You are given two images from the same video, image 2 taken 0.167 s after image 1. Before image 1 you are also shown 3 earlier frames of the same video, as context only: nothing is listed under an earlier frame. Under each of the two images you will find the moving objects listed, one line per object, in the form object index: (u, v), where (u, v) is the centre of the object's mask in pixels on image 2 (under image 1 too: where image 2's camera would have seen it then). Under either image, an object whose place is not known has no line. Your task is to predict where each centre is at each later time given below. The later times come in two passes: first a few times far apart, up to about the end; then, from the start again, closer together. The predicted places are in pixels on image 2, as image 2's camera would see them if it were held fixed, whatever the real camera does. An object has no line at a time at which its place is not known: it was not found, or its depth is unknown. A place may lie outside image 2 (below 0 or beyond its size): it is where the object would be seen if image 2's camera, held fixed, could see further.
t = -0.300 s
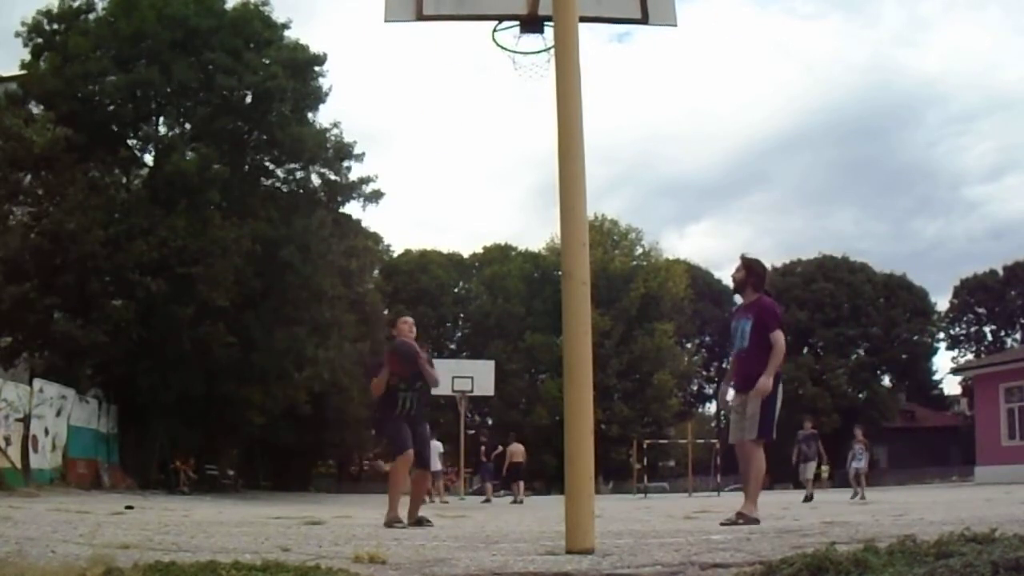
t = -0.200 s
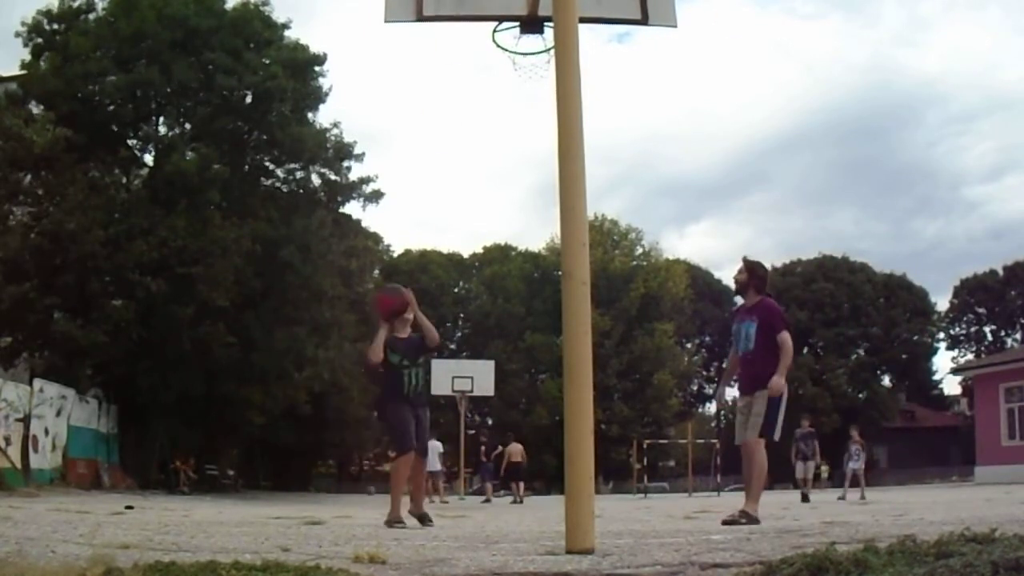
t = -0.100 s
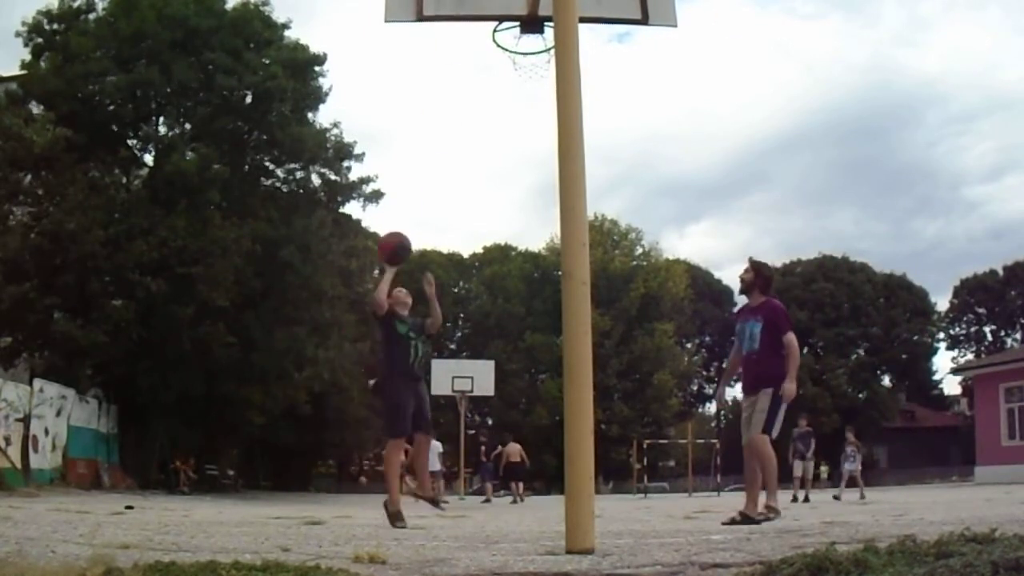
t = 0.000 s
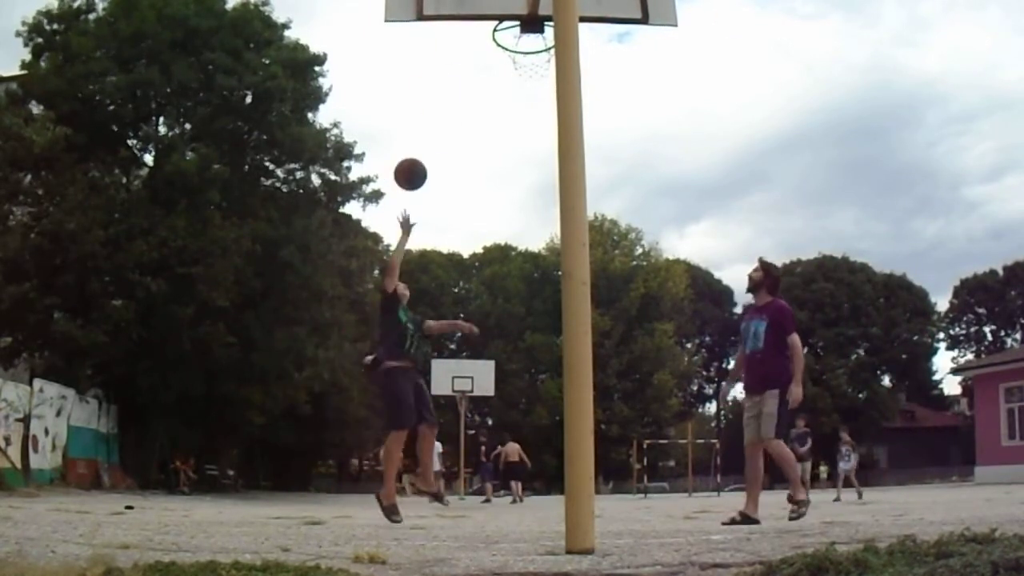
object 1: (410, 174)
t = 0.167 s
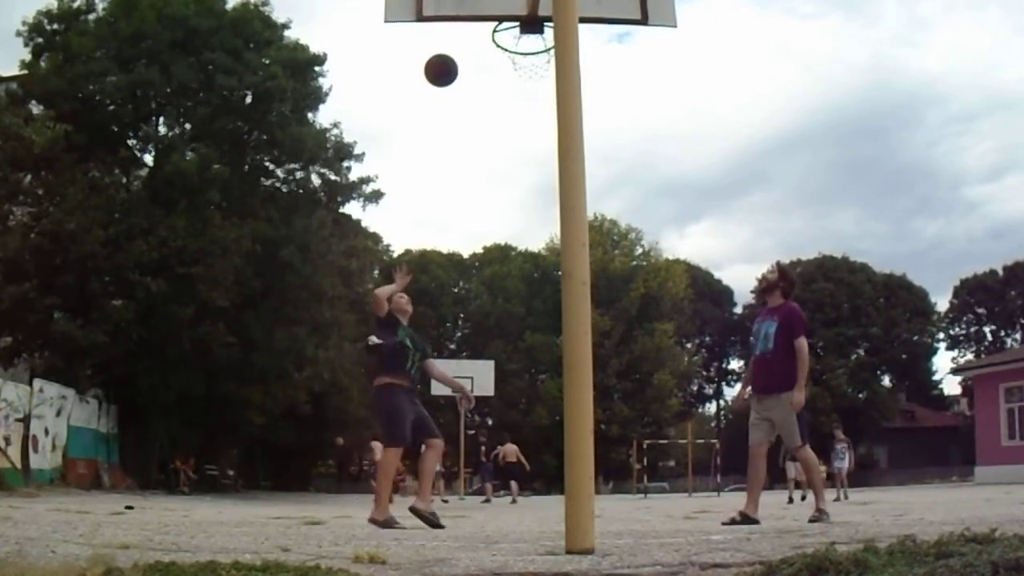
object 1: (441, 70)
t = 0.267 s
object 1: (460, 29)
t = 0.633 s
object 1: (518, 32)
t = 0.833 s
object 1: (537, 96)
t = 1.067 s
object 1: (551, 230)
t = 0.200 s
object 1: (447, 54)
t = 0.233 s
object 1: (454, 39)
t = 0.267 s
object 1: (460, 29)
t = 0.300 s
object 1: (466, 23)
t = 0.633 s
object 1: (518, 32)
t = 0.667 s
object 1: (522, 43)
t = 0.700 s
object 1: (526, 55)
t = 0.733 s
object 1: (529, 66)
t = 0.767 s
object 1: (531, 75)
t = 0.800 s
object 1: (534, 84)
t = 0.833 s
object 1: (537, 96)
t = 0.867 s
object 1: (540, 109)
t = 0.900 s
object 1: (542, 124)
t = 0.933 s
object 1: (544, 142)
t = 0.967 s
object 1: (546, 161)
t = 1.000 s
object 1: (548, 182)
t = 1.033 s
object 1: (549, 205)
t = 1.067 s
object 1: (551, 230)
